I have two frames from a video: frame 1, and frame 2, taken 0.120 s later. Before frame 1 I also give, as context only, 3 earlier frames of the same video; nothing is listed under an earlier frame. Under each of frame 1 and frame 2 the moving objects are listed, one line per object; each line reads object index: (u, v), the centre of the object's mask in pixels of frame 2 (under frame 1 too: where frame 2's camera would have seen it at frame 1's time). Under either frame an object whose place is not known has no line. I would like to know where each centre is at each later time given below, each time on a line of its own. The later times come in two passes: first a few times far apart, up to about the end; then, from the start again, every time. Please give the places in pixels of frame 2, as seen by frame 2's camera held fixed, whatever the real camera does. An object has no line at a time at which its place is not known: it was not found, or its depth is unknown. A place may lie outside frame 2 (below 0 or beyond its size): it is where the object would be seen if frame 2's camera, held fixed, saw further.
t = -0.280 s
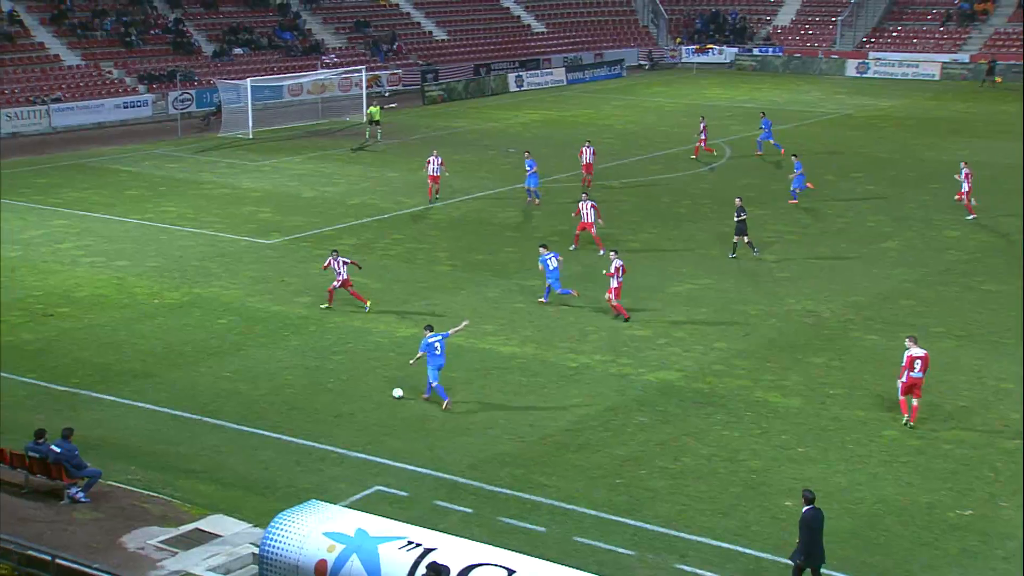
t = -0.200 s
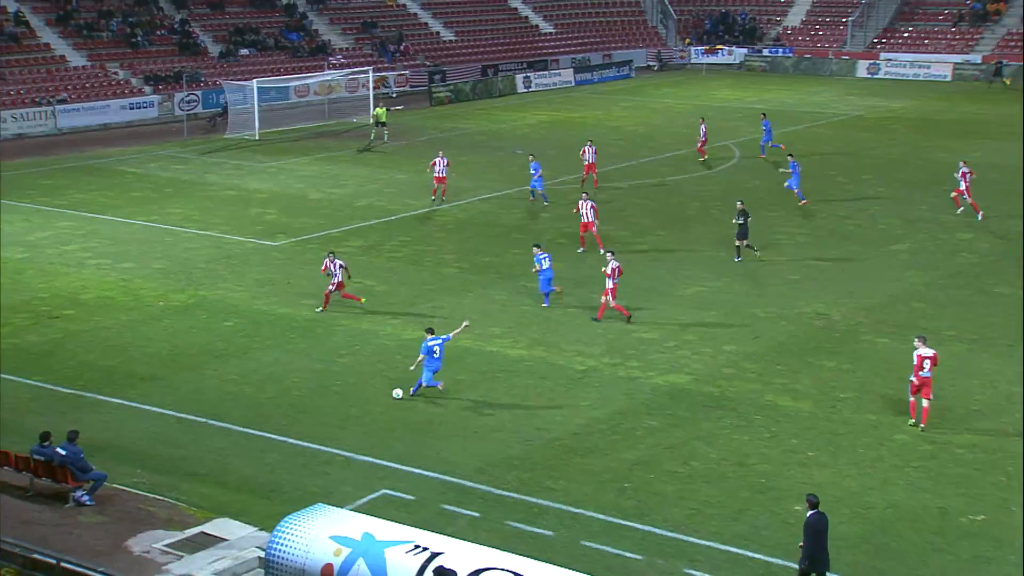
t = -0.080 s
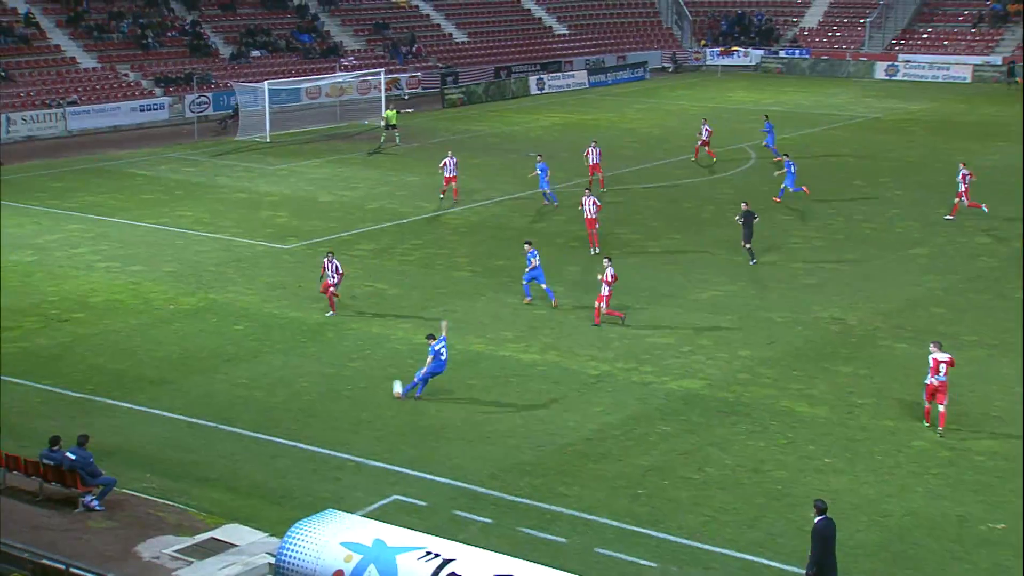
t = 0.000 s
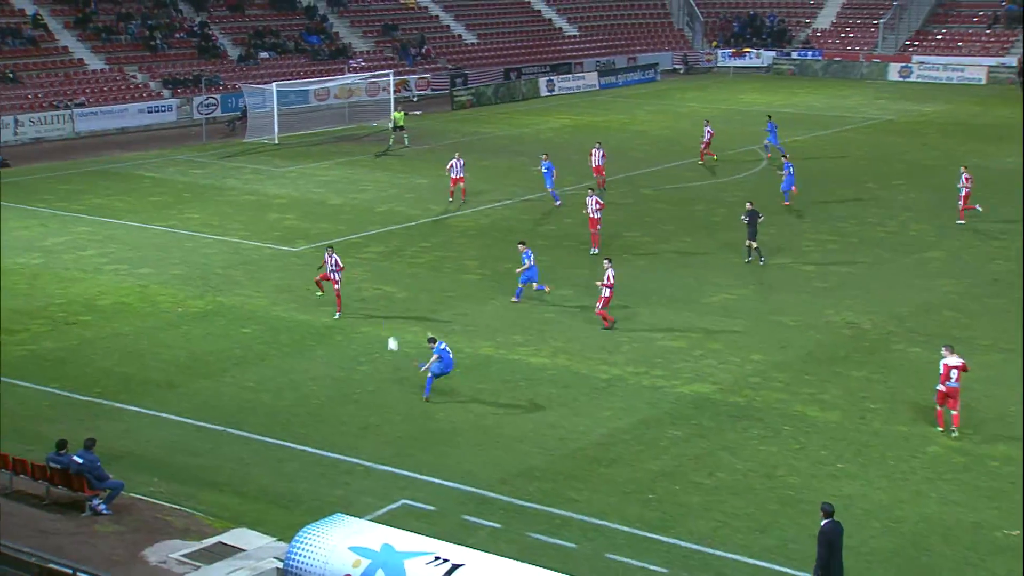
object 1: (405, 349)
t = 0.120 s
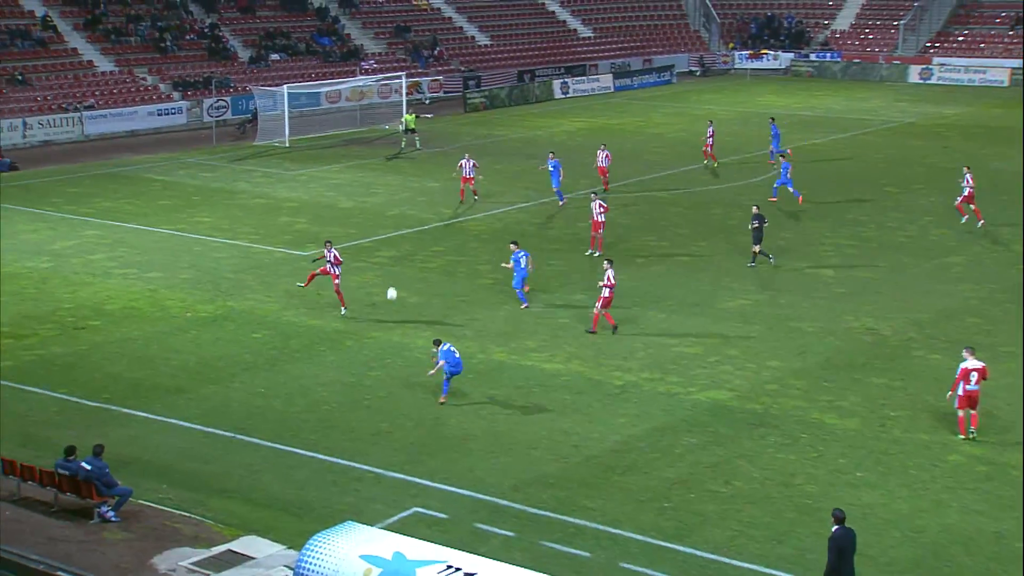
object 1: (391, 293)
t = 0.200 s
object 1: (386, 264)
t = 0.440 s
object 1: (382, 209)
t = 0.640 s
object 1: (385, 190)
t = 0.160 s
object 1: (389, 278)
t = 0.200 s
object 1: (386, 264)
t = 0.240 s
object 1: (385, 252)
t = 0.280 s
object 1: (384, 242)
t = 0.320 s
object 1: (383, 232)
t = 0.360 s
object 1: (382, 223)
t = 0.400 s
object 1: (382, 216)
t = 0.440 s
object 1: (382, 209)
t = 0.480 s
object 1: (382, 204)
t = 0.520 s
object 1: (383, 199)
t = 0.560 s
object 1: (383, 195)
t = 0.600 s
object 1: (384, 193)
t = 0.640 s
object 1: (385, 190)
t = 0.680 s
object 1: (387, 189)
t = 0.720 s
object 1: (389, 188)
